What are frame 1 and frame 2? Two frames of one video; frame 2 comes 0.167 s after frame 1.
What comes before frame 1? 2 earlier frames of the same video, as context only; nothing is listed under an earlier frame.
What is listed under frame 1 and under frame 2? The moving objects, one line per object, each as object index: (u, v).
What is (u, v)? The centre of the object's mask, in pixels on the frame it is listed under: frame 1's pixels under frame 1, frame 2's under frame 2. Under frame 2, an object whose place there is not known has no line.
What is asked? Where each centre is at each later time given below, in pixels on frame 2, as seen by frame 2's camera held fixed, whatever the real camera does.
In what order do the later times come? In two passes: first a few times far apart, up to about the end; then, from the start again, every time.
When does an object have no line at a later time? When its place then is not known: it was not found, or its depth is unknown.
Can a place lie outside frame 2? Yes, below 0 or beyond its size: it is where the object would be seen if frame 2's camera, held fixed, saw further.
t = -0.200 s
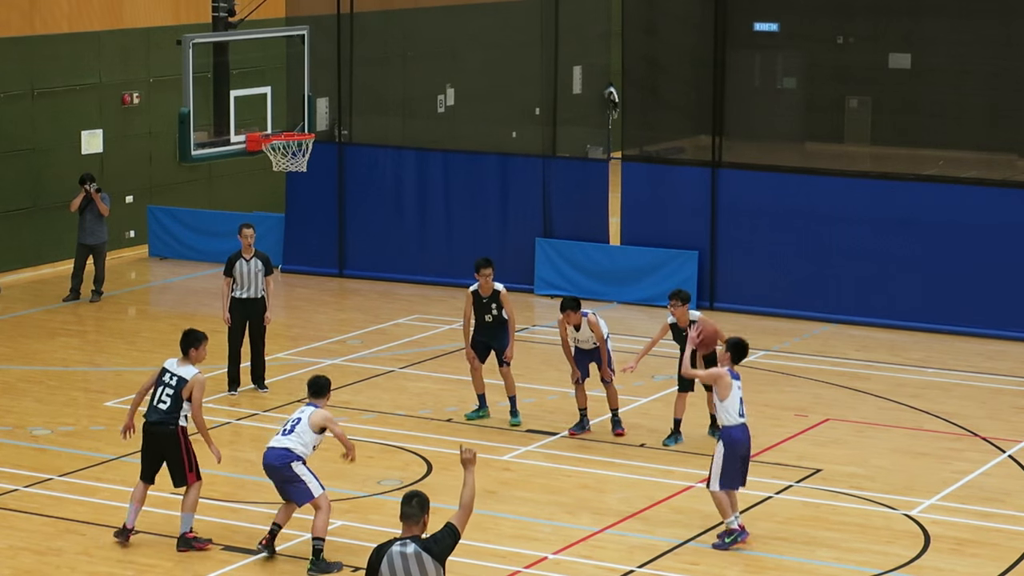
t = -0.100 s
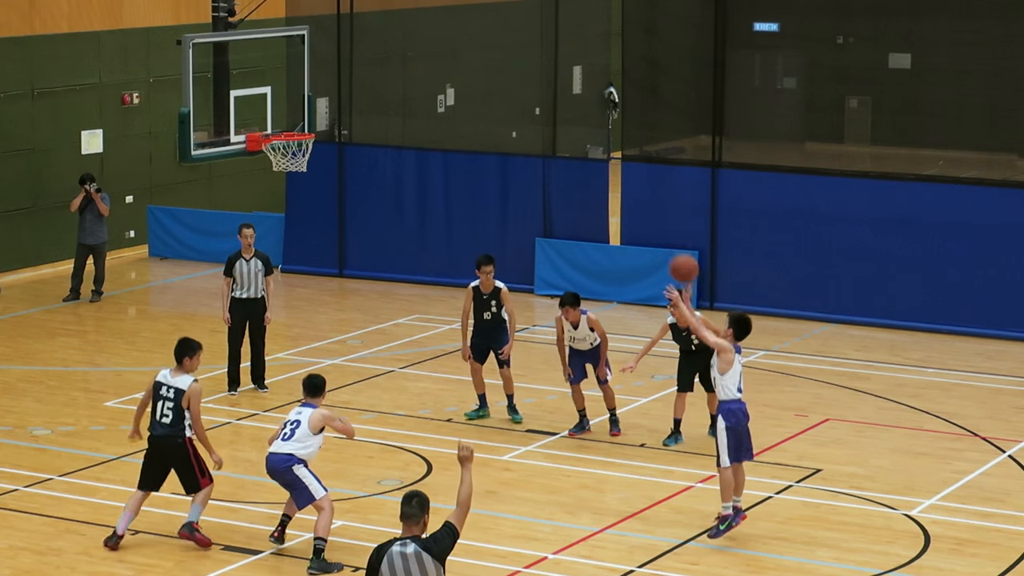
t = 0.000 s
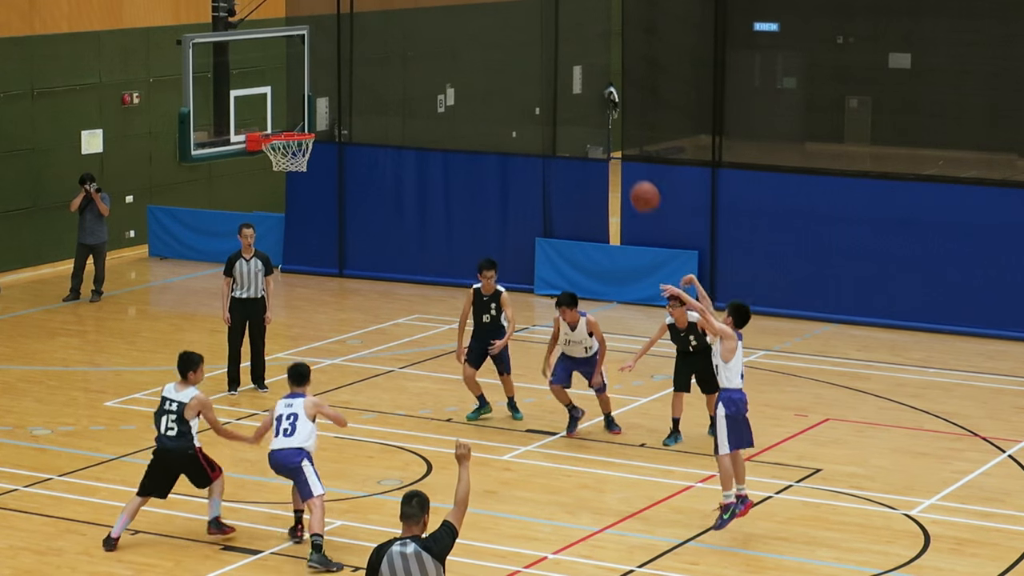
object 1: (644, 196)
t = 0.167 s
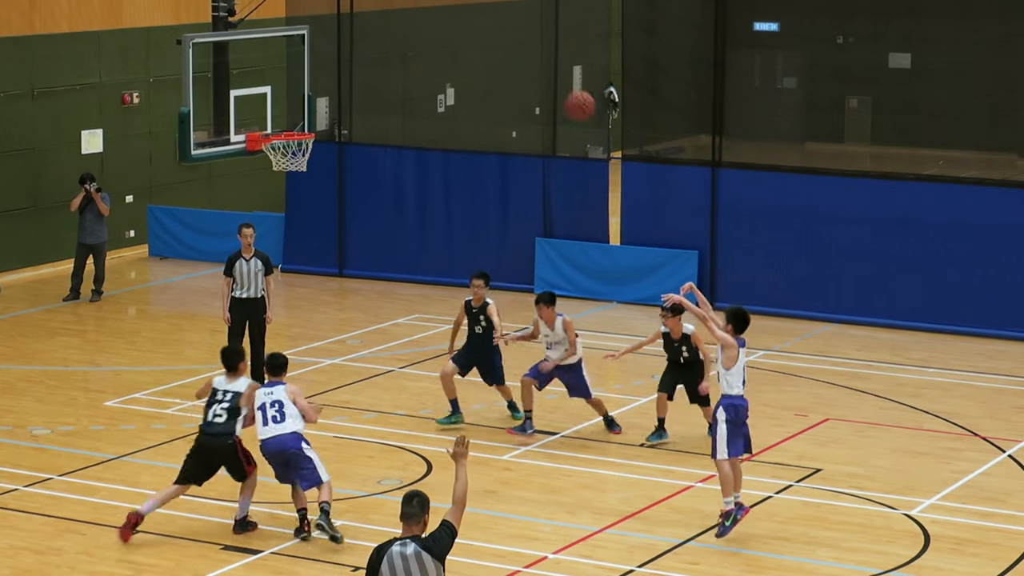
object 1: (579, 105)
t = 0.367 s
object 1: (504, 40)
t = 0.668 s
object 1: (397, 33)
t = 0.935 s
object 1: (307, 109)
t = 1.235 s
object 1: (272, 185)
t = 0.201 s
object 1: (567, 91)
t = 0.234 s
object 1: (554, 78)
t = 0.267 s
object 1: (541, 66)
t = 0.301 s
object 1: (529, 56)
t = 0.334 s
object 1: (516, 48)
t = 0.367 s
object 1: (504, 40)
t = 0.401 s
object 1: (492, 34)
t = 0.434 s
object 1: (480, 29)
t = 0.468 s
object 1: (468, 26)
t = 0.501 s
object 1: (456, 24)
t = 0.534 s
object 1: (443, 24)
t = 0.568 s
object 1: (432, 24)
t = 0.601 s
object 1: (420, 26)
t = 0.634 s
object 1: (408, 28)
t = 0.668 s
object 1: (397, 33)
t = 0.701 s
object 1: (385, 38)
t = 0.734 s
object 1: (374, 45)
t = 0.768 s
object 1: (363, 53)
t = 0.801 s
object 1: (351, 62)
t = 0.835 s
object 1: (340, 72)
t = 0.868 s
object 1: (329, 82)
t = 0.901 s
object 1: (319, 95)
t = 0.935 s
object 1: (307, 109)
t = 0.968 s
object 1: (297, 123)
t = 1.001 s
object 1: (288, 136)
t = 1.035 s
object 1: (273, 161)
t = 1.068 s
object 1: (273, 157)
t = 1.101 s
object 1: (272, 159)
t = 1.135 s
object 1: (272, 163)
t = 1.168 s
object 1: (273, 169)
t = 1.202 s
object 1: (272, 176)
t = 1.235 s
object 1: (272, 185)
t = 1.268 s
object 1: (272, 193)
